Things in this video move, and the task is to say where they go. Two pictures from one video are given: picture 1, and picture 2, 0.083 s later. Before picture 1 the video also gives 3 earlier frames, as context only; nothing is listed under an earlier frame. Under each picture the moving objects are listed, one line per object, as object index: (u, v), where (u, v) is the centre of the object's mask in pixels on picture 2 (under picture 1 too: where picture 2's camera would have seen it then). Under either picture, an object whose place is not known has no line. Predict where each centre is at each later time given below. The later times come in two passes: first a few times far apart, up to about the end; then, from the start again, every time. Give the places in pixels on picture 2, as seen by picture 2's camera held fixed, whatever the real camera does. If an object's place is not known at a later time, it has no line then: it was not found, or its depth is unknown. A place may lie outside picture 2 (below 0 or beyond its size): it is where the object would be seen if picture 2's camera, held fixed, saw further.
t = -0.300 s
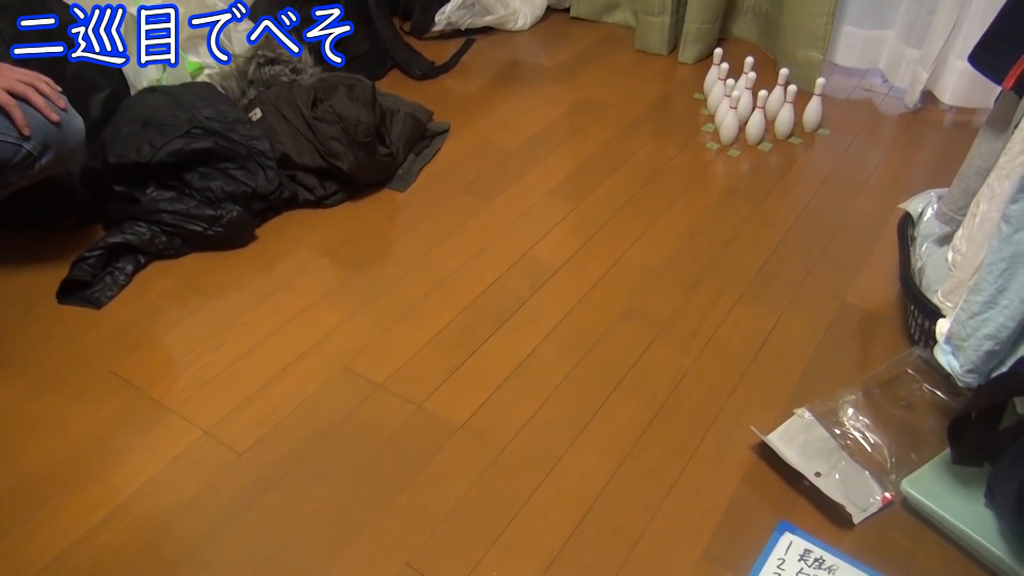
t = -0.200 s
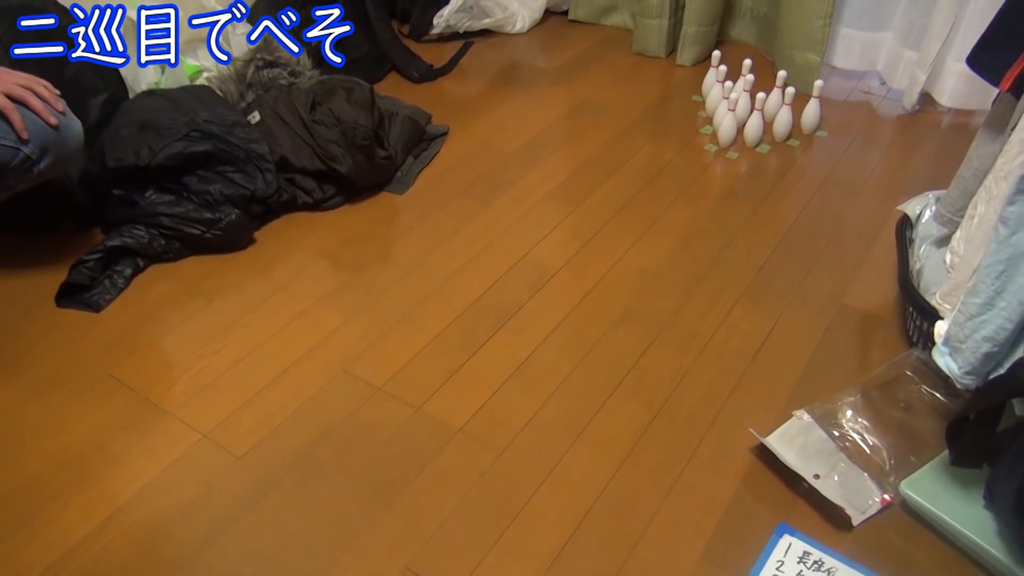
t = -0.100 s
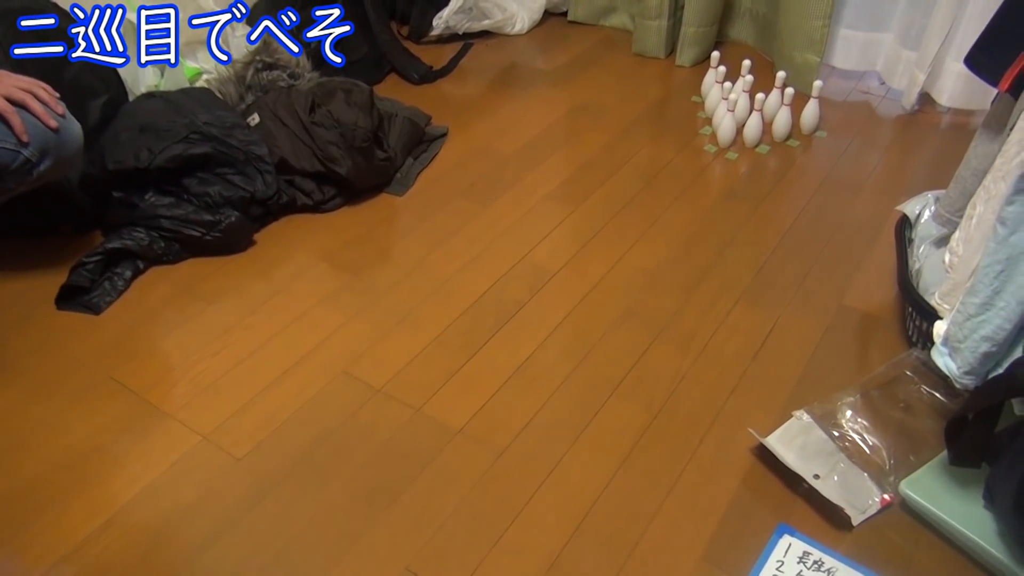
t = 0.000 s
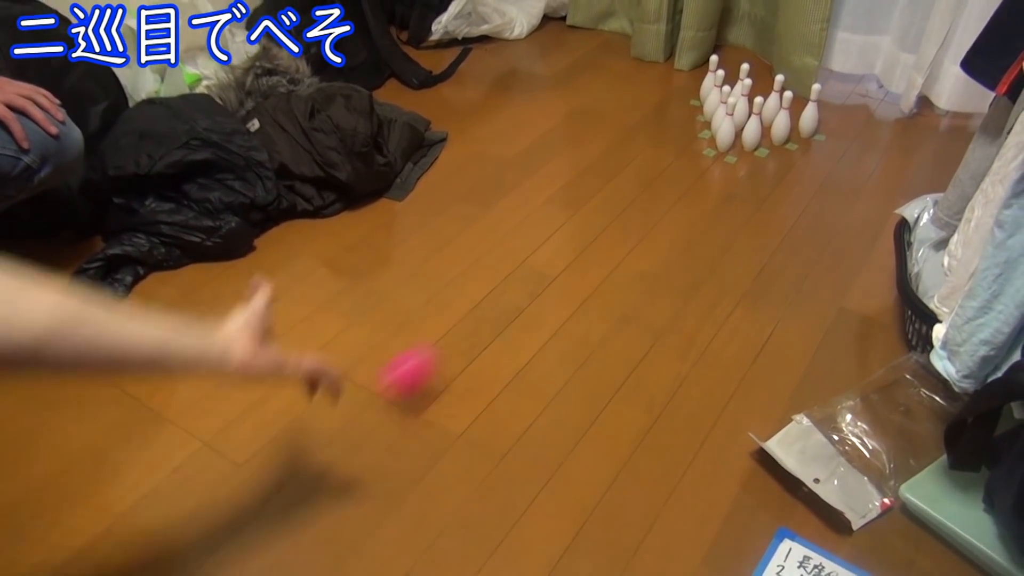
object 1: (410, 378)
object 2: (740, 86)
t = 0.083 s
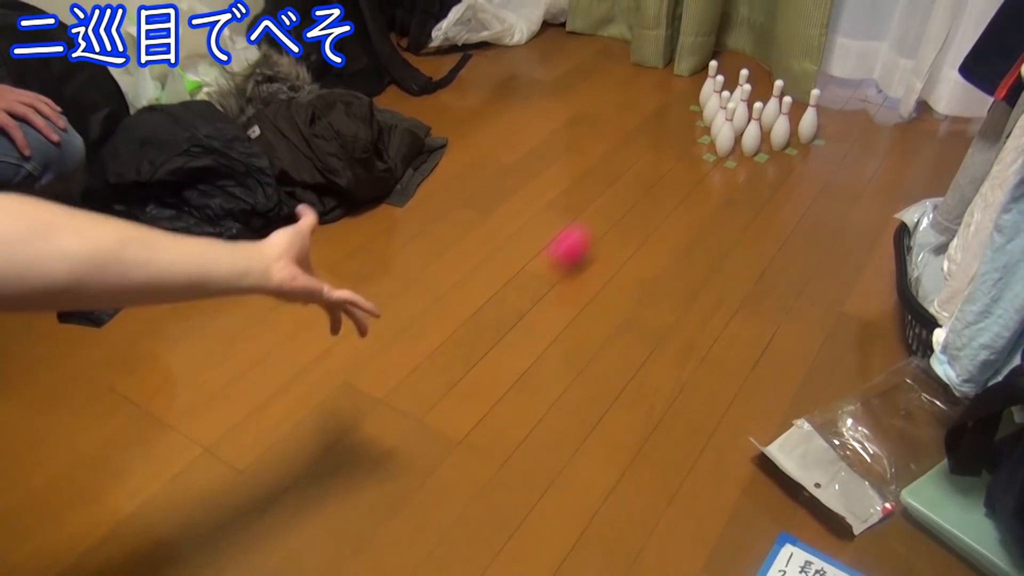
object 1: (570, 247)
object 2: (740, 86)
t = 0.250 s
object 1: (709, 107)
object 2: (745, 92)
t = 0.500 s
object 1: (703, 69)
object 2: (837, 116)
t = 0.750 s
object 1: (703, 57)
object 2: (888, 126)
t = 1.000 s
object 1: (710, 61)
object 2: (905, 123)
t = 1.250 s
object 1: (724, 68)
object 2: (905, 117)
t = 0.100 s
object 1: (593, 224)
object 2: (740, 85)
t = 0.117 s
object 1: (616, 201)
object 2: (740, 86)
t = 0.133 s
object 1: (636, 183)
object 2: (740, 86)
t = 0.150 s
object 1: (655, 165)
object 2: (740, 86)
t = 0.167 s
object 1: (674, 150)
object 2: (740, 86)
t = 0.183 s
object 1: (689, 138)
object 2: (740, 86)
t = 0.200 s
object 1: (704, 126)
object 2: (740, 86)
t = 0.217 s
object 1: (708, 118)
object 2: (743, 87)
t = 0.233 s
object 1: (709, 111)
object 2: (743, 86)
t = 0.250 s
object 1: (709, 107)
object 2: (745, 92)
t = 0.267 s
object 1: (708, 105)
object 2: (748, 93)
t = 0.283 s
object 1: (708, 101)
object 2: (757, 99)
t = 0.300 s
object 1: (707, 101)
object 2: (762, 101)
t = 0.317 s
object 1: (706, 100)
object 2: (763, 103)
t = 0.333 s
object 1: (706, 97)
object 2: (774, 110)
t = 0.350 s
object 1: (706, 92)
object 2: (788, 116)
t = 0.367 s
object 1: (707, 88)
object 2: (796, 115)
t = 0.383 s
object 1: (706, 85)
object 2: (797, 113)
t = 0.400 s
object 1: (705, 83)
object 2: (799, 110)
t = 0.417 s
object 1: (705, 82)
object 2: (806, 108)
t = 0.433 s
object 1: (705, 80)
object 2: (817, 109)
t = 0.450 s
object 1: (705, 77)
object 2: (820, 110)
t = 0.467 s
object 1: (704, 73)
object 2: (830, 117)
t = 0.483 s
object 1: (704, 71)
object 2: (833, 116)
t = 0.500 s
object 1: (703, 69)
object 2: (837, 116)
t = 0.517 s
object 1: (702, 67)
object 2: (841, 117)
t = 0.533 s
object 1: (702, 66)
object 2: (844, 118)
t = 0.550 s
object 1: (702, 63)
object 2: (848, 120)
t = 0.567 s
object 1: (702, 61)
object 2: (851, 123)
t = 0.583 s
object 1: (702, 59)
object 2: (856, 125)
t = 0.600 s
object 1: (701, 59)
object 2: (859, 124)
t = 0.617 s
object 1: (702, 57)
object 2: (864, 122)
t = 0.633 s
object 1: (702, 57)
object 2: (867, 121)
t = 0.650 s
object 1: (702, 56)
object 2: (872, 121)
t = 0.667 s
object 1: (702, 56)
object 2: (876, 121)
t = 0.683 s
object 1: (702, 57)
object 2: (878, 121)
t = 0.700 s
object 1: (702, 56)
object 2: (882, 122)
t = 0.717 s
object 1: (703, 56)
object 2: (884, 123)
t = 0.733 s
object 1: (703, 57)
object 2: (886, 124)
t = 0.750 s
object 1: (703, 57)
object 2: (888, 126)
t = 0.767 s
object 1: (704, 57)
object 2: (891, 127)
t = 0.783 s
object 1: (704, 57)
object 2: (892, 126)
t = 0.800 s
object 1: (704, 57)
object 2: (893, 125)
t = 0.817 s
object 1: (705, 57)
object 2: (896, 124)
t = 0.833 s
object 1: (705, 58)
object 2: (898, 124)
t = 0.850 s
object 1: (705, 58)
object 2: (899, 124)
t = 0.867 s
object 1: (706, 58)
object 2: (900, 124)
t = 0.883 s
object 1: (706, 58)
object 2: (901, 125)
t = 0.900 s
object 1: (707, 59)
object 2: (901, 125)
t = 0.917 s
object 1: (708, 59)
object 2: (902, 125)
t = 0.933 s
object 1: (708, 60)
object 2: (903, 124)
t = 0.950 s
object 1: (709, 60)
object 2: (904, 124)
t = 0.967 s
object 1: (709, 61)
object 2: (905, 123)
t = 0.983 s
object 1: (710, 61)
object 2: (905, 123)
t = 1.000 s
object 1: (710, 61)
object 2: (905, 123)
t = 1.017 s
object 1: (711, 62)
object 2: (905, 123)
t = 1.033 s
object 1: (712, 62)
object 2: (906, 123)
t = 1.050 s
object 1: (713, 62)
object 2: (906, 122)
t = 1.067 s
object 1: (713, 63)
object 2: (906, 122)
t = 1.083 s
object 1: (714, 63)
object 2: (906, 121)
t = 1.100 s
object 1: (715, 64)
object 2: (905, 121)
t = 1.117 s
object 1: (717, 65)
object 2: (905, 120)
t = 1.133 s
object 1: (718, 65)
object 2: (906, 120)
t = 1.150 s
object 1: (719, 66)
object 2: (906, 120)
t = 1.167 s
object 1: (719, 66)
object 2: (905, 119)
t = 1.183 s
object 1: (720, 67)
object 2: (905, 119)
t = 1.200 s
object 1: (721, 67)
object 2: (905, 118)
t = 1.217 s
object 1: (722, 67)
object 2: (905, 118)
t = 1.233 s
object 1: (723, 68)
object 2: (905, 117)
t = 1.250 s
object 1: (724, 68)
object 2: (905, 117)
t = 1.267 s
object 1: (725, 69)
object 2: (905, 117)
